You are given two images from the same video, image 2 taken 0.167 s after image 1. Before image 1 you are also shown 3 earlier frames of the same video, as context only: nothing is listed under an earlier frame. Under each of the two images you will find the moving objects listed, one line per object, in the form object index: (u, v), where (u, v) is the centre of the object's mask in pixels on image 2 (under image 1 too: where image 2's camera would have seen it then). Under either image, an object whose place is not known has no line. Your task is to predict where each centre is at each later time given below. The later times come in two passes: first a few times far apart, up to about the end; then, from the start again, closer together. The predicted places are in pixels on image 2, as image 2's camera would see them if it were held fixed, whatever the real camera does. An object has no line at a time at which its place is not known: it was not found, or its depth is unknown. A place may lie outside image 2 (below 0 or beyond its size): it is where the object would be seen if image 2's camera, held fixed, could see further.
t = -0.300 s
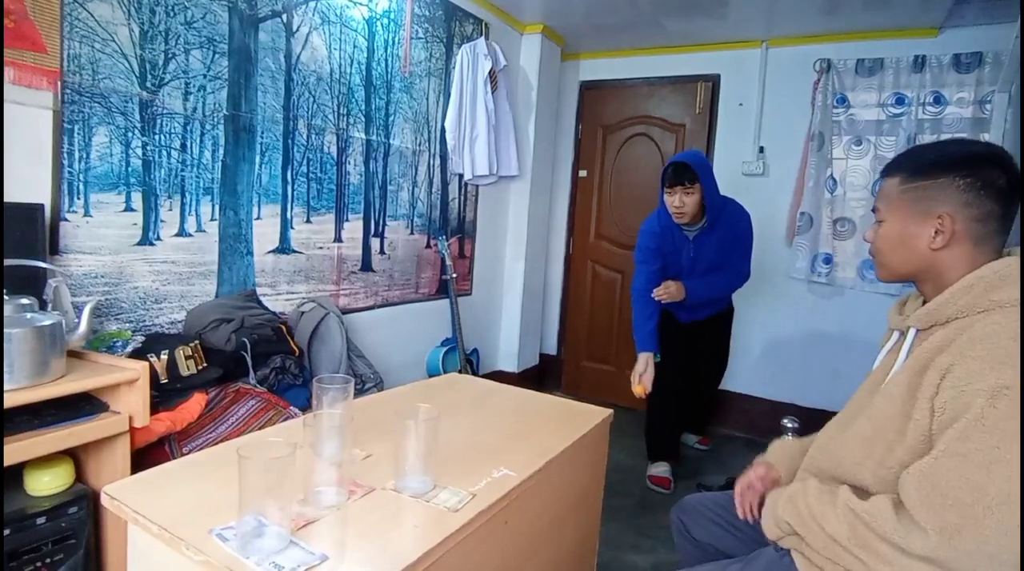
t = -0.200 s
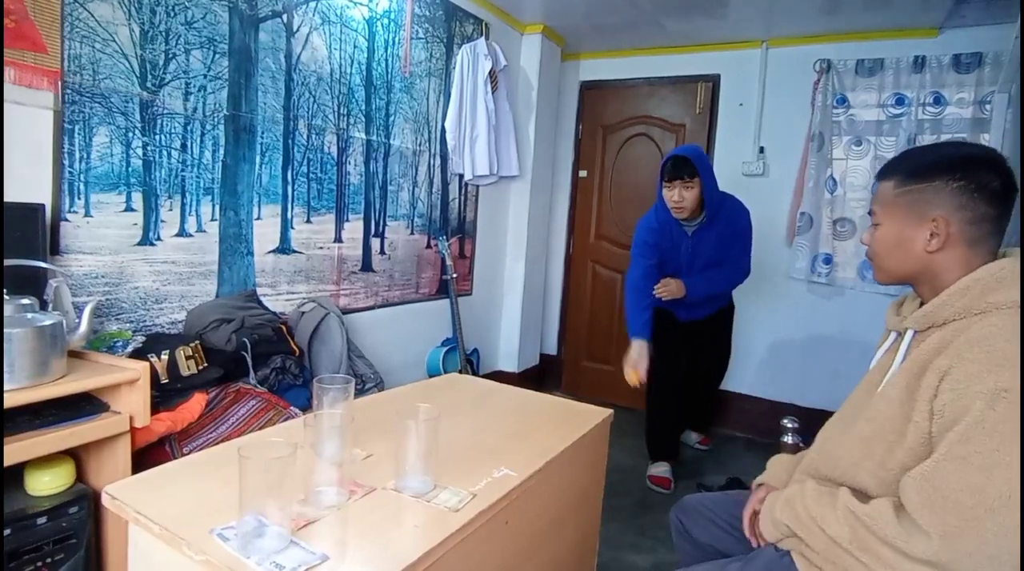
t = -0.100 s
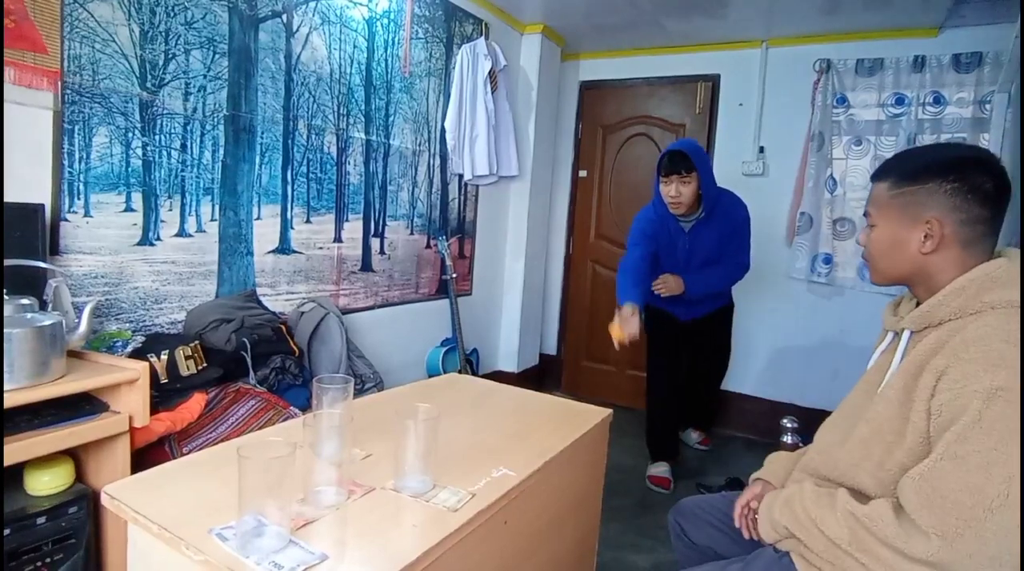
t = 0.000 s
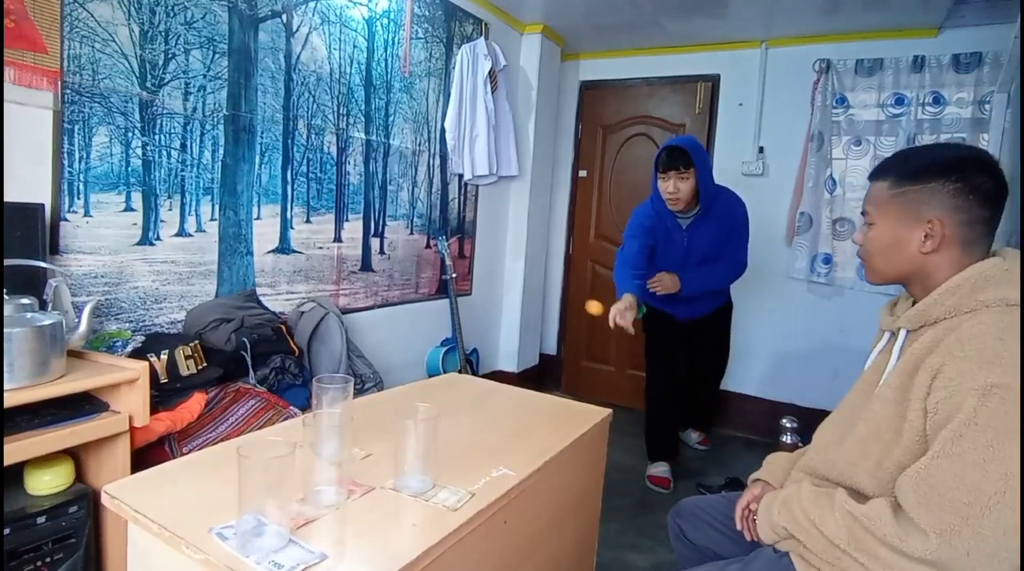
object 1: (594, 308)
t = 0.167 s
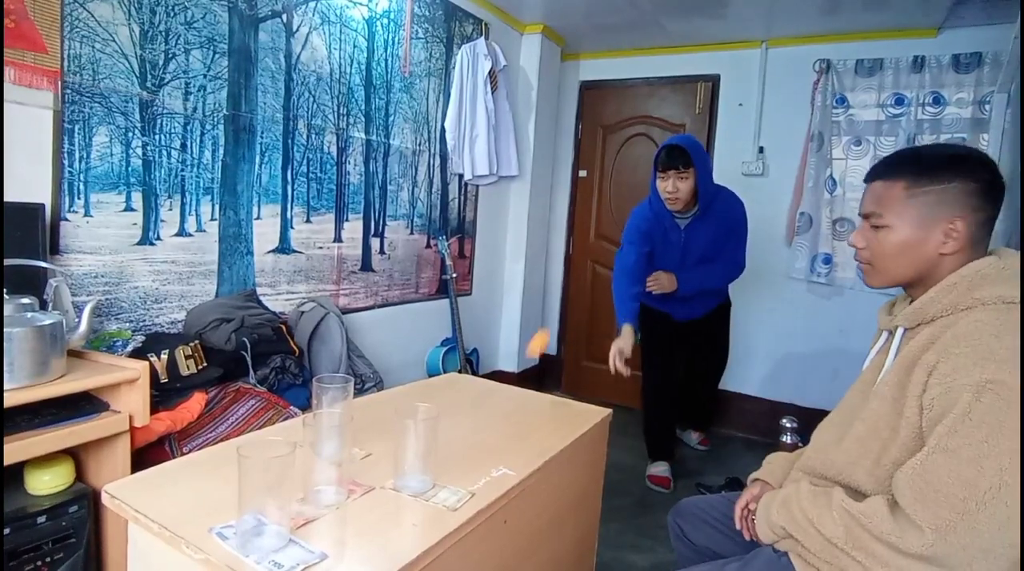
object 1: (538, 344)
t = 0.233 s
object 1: (509, 386)
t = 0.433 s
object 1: (441, 355)
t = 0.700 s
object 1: (310, 390)
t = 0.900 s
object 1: (229, 439)
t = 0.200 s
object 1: (524, 367)
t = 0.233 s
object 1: (509, 386)
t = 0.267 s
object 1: (499, 373)
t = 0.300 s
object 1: (488, 361)
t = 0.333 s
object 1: (478, 352)
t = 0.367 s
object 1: (467, 347)
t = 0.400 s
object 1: (455, 348)
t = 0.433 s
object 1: (441, 355)
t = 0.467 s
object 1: (425, 367)
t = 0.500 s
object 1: (410, 388)
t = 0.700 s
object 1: (310, 390)
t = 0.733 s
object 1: (297, 388)
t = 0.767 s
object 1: (286, 393)
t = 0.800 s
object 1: (272, 405)
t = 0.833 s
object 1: (259, 422)
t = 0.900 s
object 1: (229, 439)
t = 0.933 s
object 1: (215, 421)
